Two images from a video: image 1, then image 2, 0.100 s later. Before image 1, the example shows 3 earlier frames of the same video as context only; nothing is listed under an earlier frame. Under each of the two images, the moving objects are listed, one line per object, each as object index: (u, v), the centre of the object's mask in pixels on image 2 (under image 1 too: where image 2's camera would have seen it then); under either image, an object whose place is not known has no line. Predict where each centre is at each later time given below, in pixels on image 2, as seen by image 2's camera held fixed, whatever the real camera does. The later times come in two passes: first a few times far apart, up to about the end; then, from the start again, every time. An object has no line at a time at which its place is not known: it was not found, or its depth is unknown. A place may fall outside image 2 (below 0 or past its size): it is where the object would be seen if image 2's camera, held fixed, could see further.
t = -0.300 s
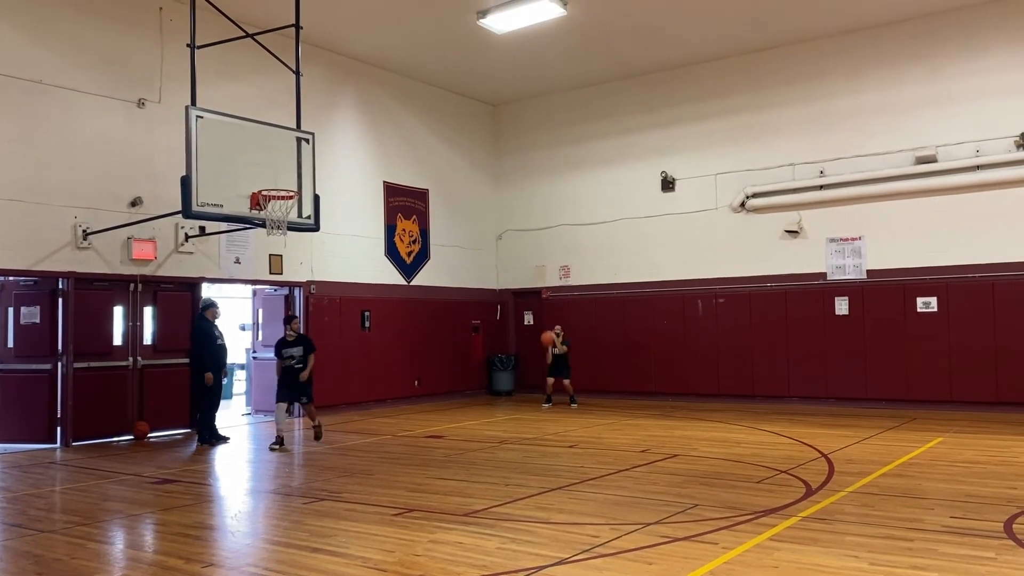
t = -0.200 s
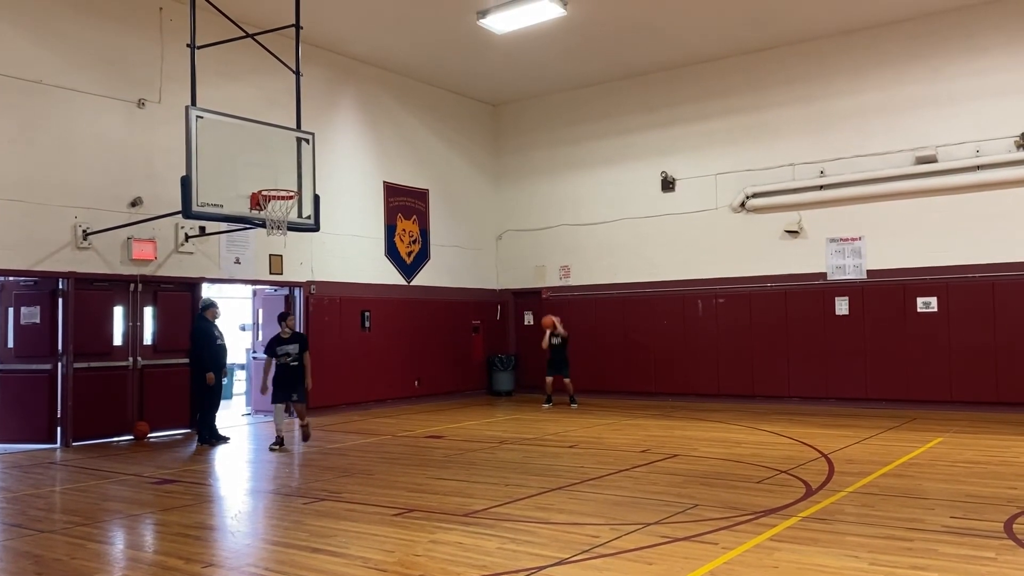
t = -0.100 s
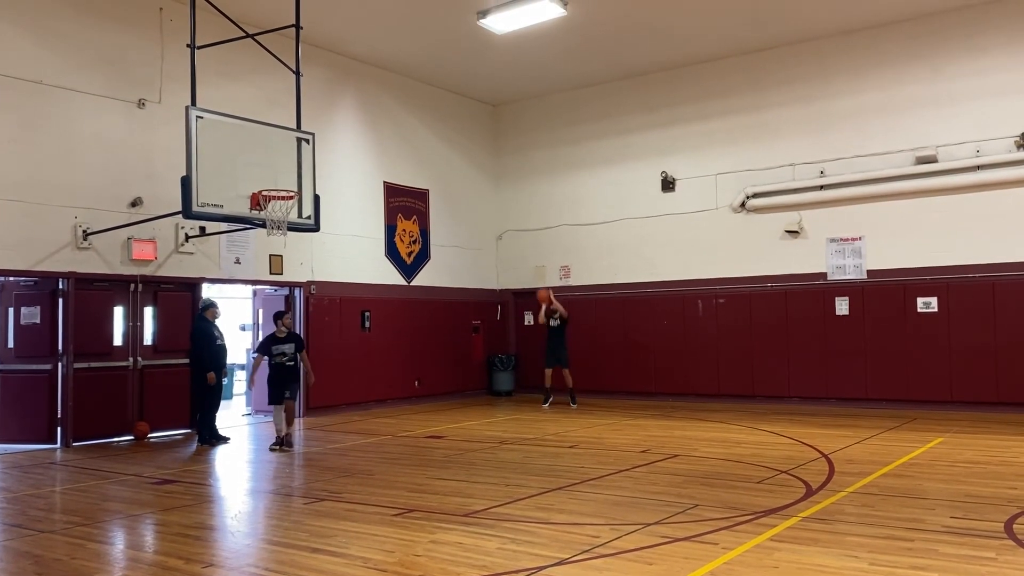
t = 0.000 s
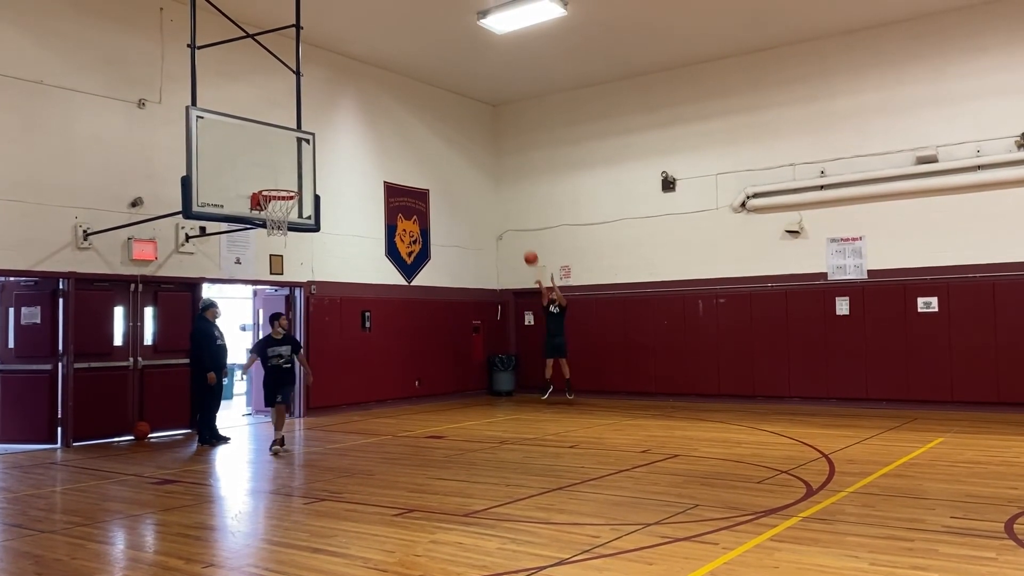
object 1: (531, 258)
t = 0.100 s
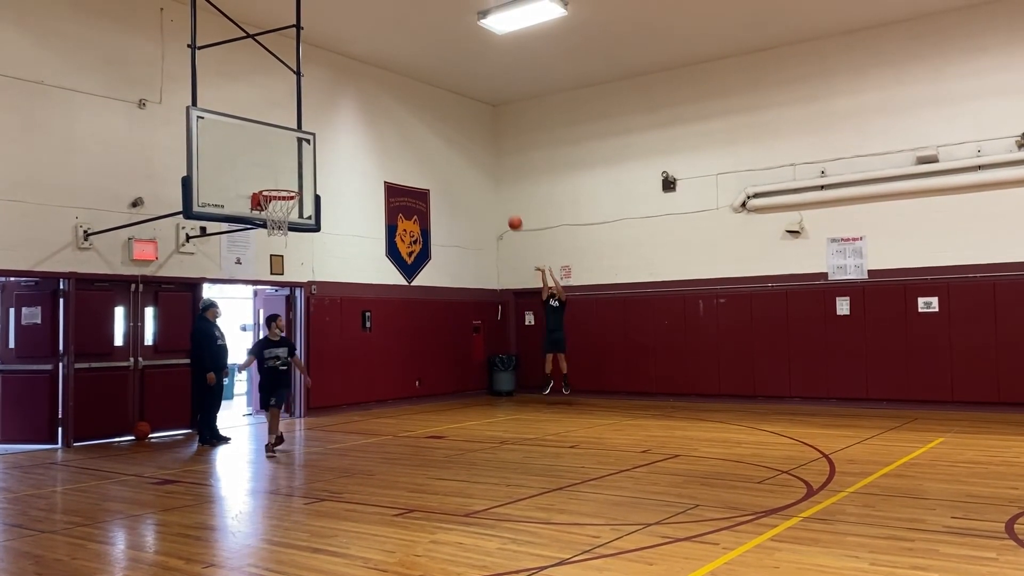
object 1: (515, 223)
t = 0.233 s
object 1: (493, 182)
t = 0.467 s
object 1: (450, 131)
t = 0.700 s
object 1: (404, 109)
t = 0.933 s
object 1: (350, 123)
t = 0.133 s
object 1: (510, 212)
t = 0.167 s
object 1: (504, 202)
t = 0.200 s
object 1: (498, 192)
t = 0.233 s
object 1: (493, 182)
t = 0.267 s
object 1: (486, 173)
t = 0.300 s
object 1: (481, 165)
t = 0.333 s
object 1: (475, 157)
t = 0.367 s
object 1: (469, 149)
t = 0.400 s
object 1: (463, 143)
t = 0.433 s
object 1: (457, 136)
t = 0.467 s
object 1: (450, 131)
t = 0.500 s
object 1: (444, 126)
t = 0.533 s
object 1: (438, 121)
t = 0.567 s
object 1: (431, 118)
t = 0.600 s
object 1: (424, 114)
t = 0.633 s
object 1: (417, 112)
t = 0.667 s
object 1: (410, 110)
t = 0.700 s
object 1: (404, 109)
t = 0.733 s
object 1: (396, 109)
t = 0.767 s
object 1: (388, 109)
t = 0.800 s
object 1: (381, 110)
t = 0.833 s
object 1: (373, 112)
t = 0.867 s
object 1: (365, 115)
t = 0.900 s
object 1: (358, 118)
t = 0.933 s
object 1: (350, 123)
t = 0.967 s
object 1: (341, 128)
